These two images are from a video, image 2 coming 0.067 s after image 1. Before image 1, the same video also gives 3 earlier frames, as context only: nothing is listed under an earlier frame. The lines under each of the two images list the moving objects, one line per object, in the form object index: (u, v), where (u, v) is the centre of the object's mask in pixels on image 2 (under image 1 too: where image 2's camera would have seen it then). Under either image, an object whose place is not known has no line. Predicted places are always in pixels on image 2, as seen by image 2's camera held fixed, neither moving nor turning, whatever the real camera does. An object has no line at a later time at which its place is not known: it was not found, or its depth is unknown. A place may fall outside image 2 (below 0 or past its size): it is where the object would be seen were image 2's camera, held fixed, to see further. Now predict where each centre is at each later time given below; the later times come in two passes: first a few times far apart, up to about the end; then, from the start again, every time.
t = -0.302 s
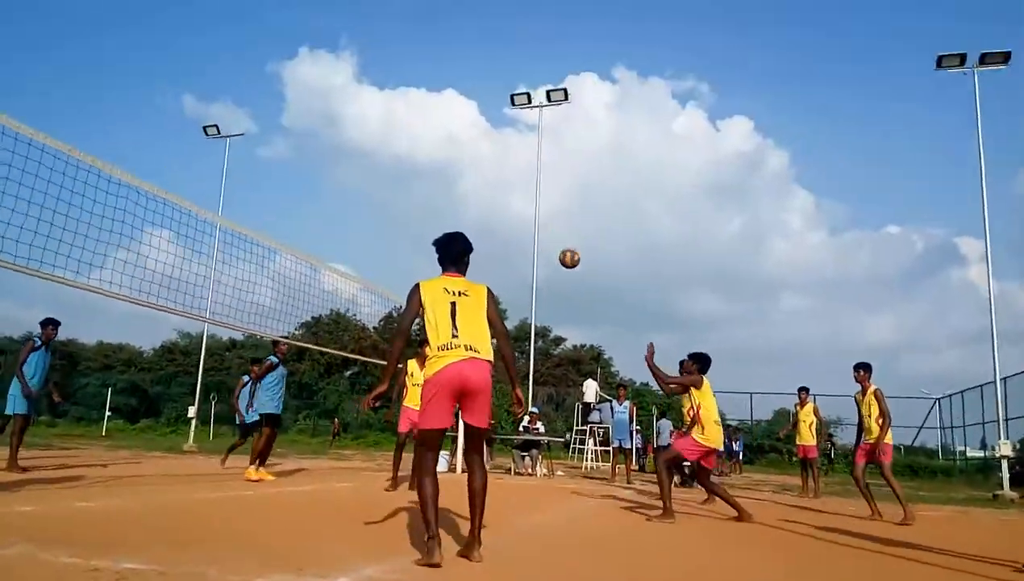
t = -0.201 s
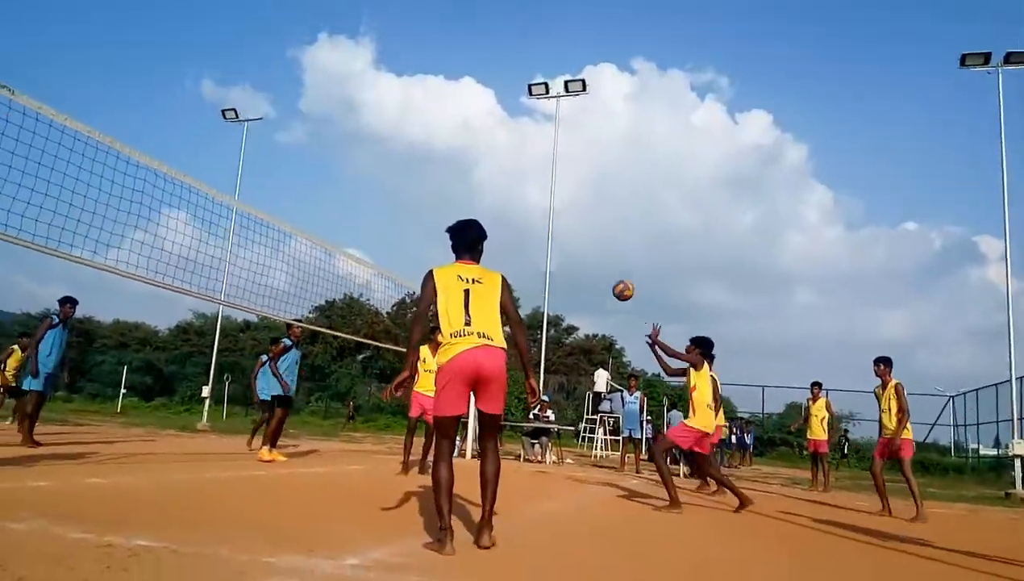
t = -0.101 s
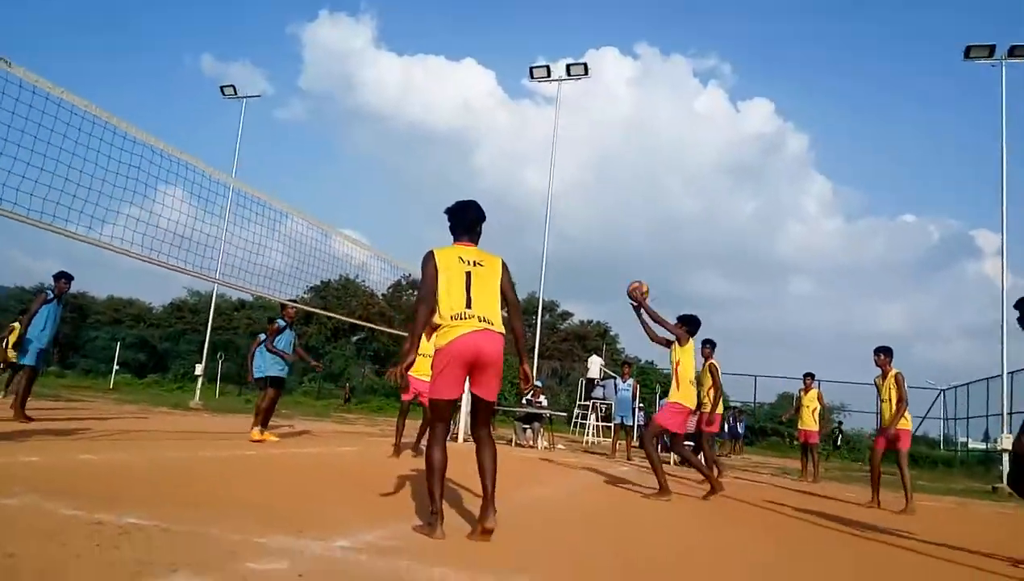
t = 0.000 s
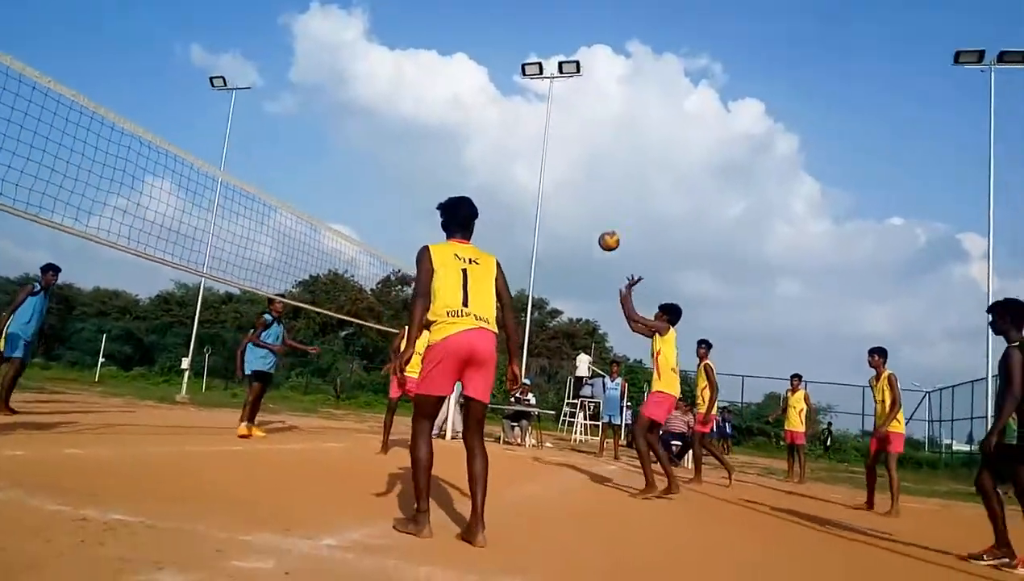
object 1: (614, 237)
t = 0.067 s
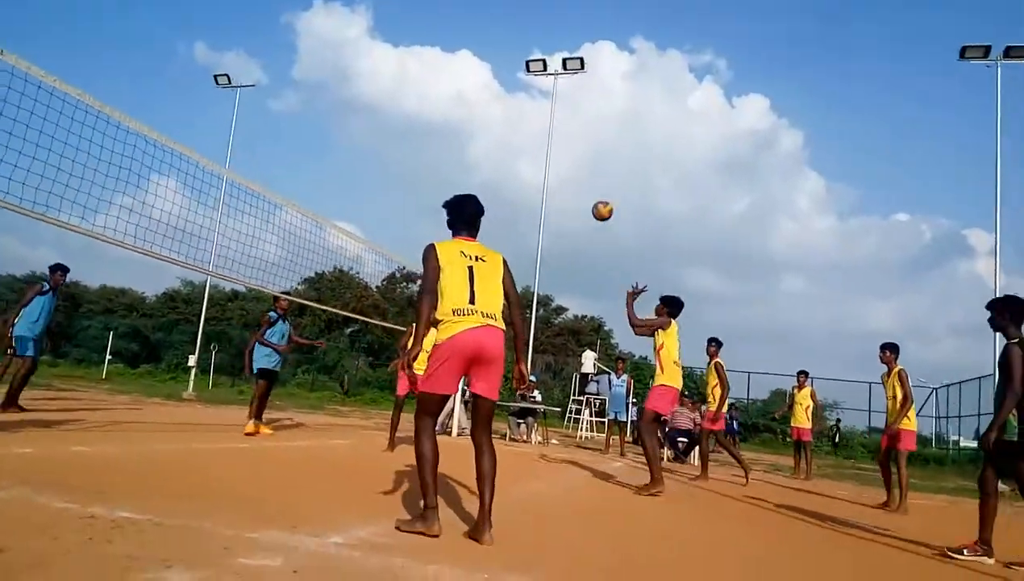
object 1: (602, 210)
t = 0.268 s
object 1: (567, 158)
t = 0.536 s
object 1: (522, 149)
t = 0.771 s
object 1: (481, 186)
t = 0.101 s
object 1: (596, 199)
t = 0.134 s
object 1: (590, 189)
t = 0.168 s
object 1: (584, 180)
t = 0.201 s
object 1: (579, 172)
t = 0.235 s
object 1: (573, 164)
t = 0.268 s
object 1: (567, 158)
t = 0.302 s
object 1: (562, 154)
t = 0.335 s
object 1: (556, 150)
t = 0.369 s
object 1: (550, 148)
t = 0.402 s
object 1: (544, 146)
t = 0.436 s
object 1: (539, 145)
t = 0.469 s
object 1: (533, 146)
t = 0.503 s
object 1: (528, 147)
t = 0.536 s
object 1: (522, 149)
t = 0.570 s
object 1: (516, 152)
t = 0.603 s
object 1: (511, 155)
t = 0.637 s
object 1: (505, 160)
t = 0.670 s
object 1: (499, 165)
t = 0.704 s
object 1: (493, 171)
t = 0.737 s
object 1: (487, 179)
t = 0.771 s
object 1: (481, 186)
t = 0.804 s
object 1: (475, 195)
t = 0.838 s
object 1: (469, 205)
